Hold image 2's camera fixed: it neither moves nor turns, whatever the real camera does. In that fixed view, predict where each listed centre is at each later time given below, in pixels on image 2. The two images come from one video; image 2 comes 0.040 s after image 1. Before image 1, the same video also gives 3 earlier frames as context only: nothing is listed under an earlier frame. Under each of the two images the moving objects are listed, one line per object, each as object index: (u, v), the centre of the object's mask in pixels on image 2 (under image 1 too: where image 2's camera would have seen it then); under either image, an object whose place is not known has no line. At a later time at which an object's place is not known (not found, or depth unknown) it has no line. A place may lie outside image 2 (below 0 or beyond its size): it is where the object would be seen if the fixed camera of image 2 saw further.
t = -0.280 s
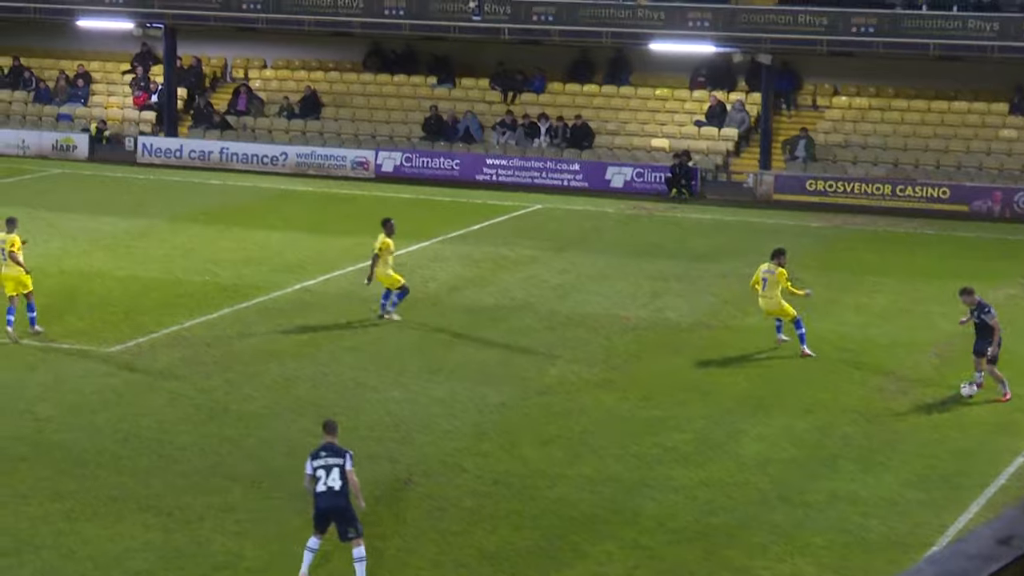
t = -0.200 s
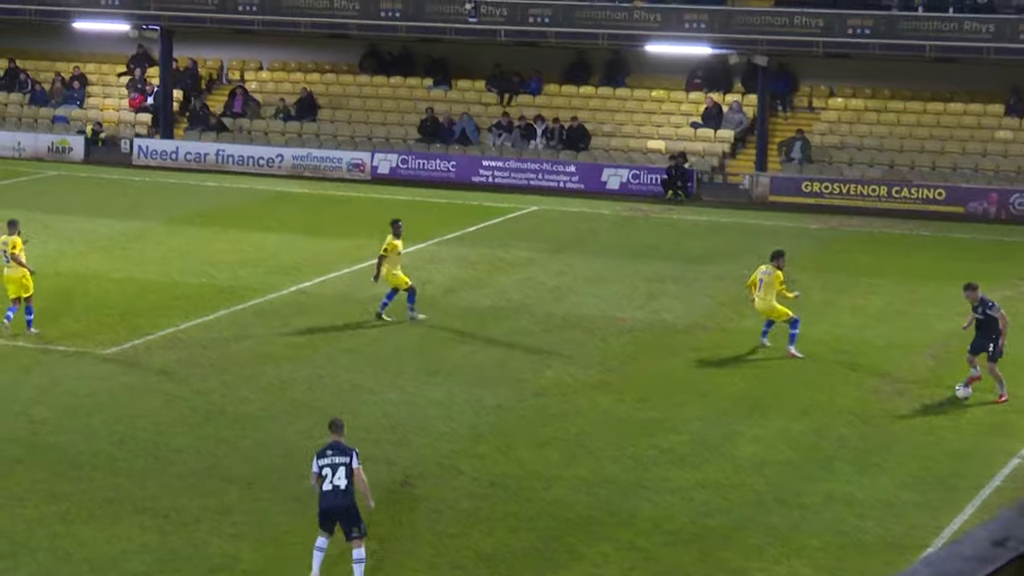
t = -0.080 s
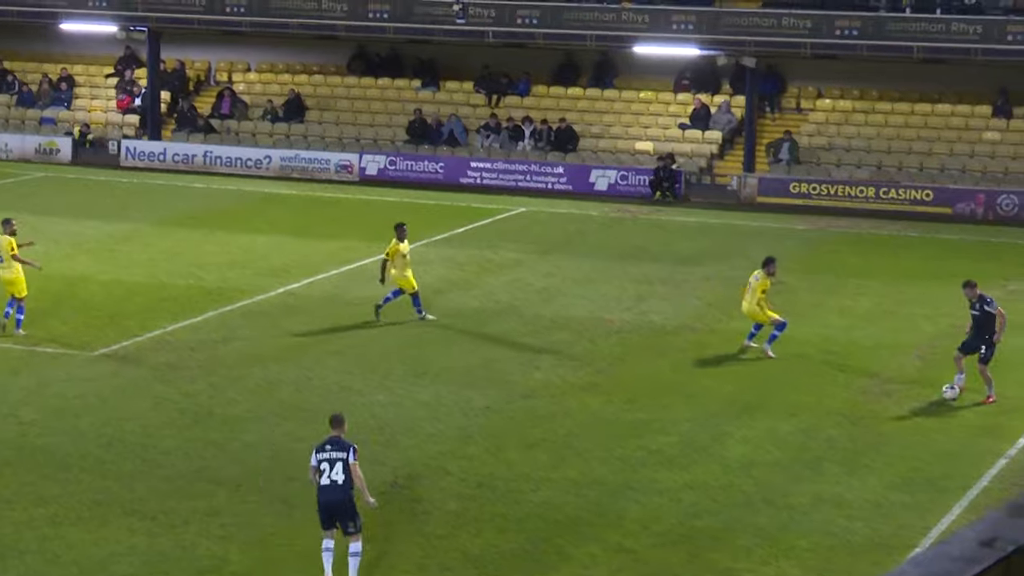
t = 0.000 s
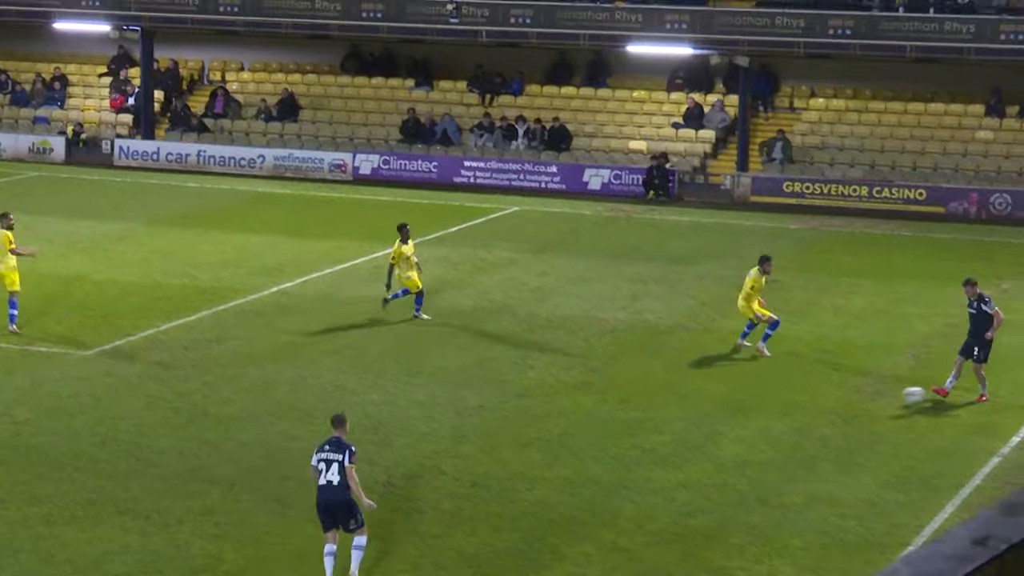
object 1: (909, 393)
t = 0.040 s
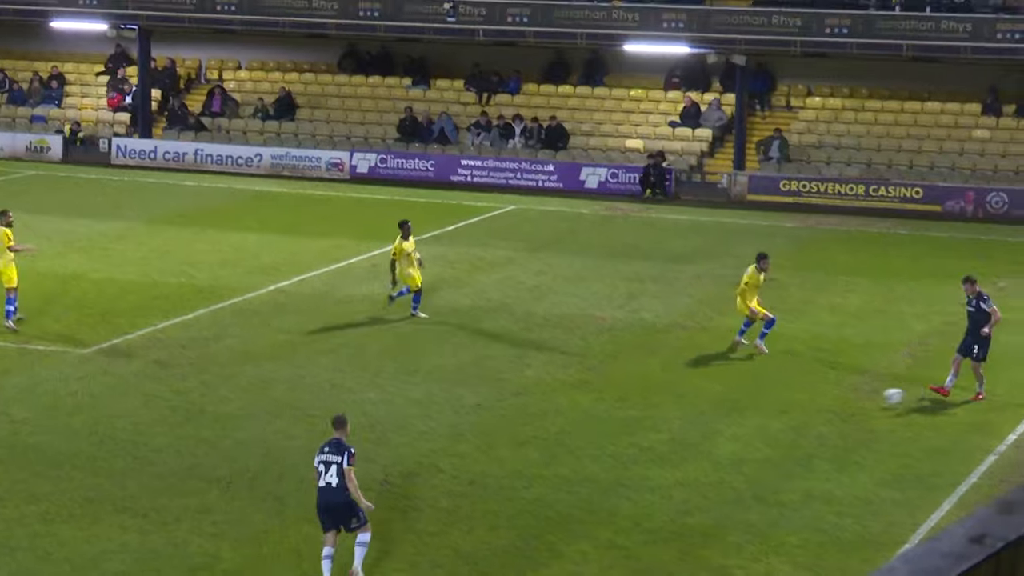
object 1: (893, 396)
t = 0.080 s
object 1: (877, 402)
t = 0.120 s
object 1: (862, 407)
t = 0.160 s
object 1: (847, 411)
